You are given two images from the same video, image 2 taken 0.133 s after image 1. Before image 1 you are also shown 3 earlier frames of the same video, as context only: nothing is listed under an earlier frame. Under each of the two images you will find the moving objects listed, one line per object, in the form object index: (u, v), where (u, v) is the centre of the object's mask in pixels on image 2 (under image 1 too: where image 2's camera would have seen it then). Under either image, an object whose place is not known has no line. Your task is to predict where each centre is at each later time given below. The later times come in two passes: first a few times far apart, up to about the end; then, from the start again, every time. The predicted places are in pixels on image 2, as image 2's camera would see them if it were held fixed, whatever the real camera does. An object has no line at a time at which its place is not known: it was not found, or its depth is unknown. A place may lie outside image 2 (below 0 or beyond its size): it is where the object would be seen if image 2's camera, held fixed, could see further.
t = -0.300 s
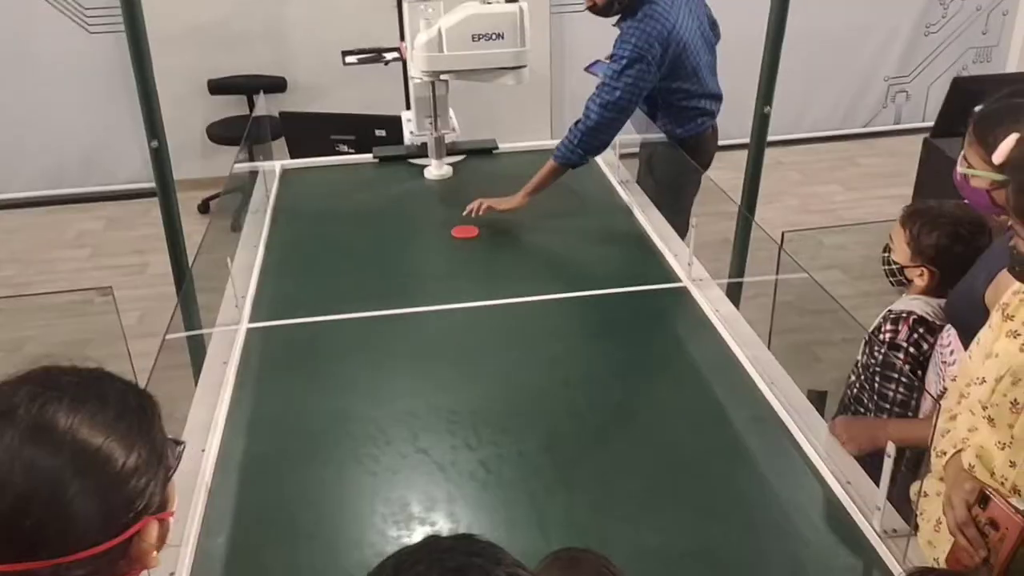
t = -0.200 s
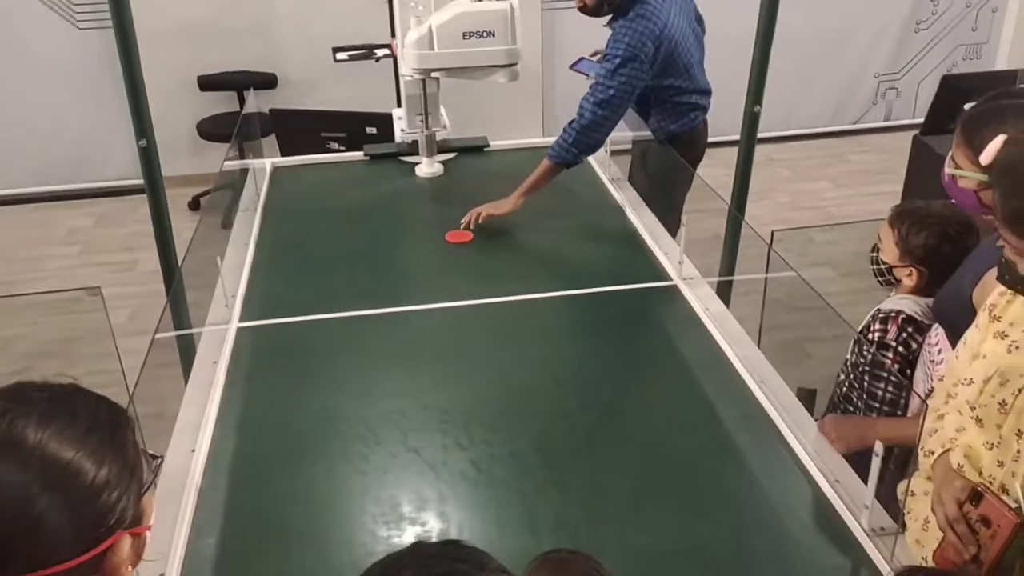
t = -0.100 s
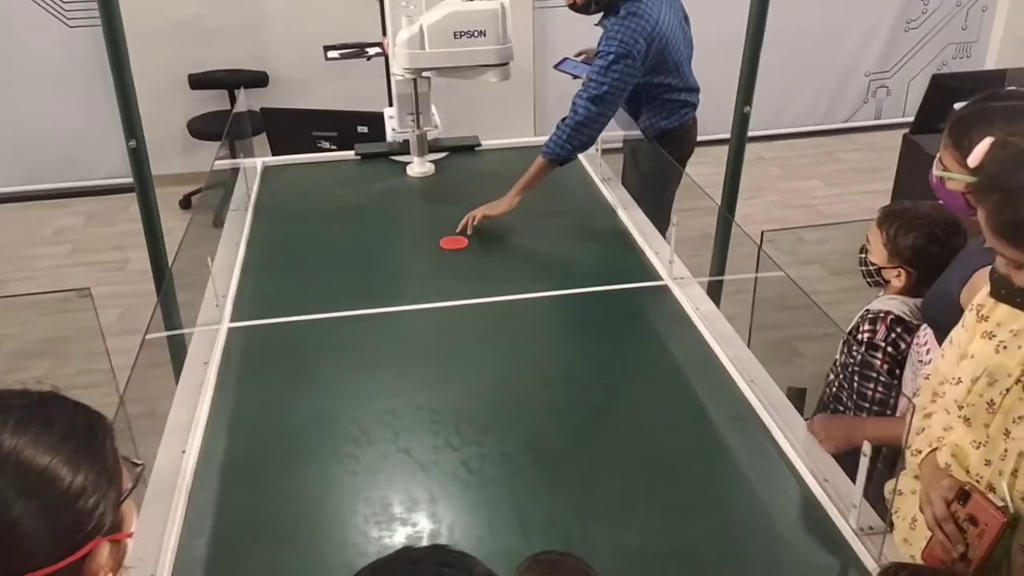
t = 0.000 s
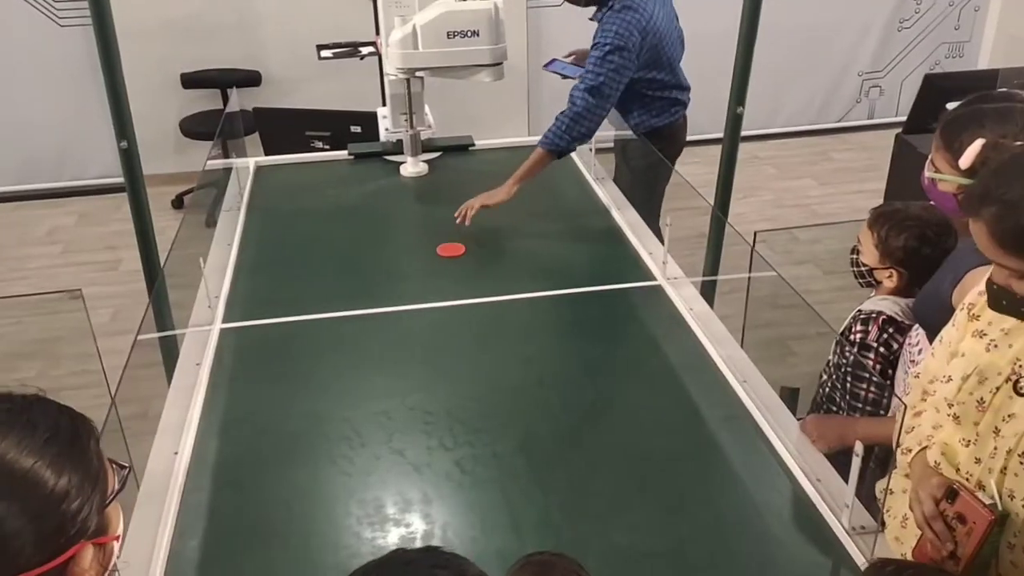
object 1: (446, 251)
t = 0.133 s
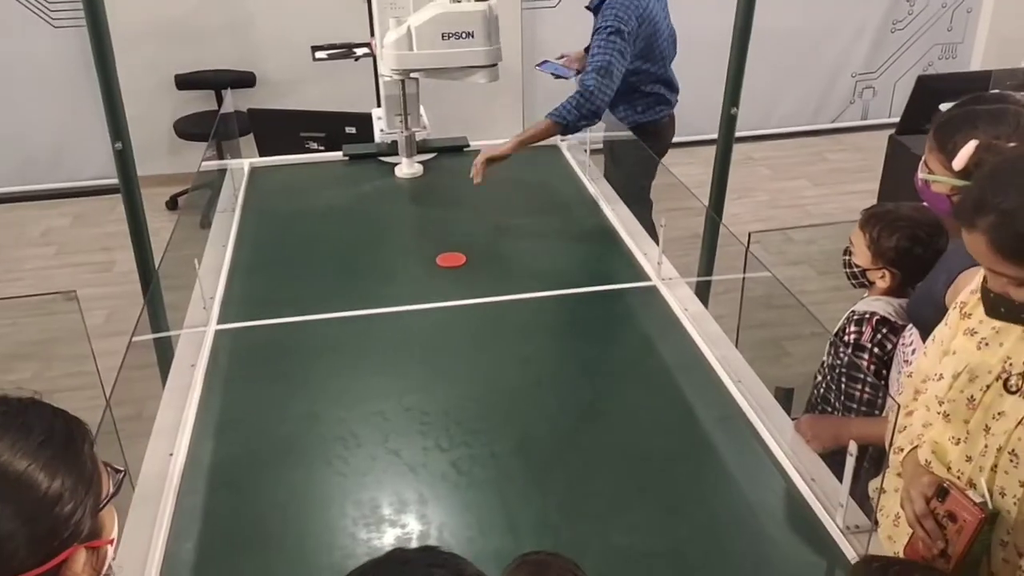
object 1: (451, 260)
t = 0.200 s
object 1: (453, 264)
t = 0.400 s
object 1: (461, 279)
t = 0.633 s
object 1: (470, 298)
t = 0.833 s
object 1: (478, 315)
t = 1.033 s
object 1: (487, 333)
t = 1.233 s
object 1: (496, 352)
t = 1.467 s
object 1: (507, 376)
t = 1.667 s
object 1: (516, 398)
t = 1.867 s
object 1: (526, 420)
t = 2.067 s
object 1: (536, 443)
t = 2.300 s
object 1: (548, 472)
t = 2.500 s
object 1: (558, 498)
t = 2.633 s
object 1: (565, 516)
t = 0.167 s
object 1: (452, 262)
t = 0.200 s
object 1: (453, 264)
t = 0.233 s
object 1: (454, 267)
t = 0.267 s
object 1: (455, 269)
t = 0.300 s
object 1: (457, 272)
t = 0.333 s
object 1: (458, 274)
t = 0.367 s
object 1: (459, 277)
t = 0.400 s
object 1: (461, 279)
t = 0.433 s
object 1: (462, 282)
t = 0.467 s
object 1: (463, 285)
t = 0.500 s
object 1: (465, 287)
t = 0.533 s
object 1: (466, 290)
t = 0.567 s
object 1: (467, 292)
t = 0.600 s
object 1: (469, 295)
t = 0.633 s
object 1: (470, 298)
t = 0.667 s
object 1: (471, 301)
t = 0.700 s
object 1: (472, 304)
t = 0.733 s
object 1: (474, 306)
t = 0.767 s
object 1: (476, 310)
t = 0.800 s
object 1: (477, 312)
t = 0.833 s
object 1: (478, 315)
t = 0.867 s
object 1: (480, 318)
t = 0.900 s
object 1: (481, 320)
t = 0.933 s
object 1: (483, 324)
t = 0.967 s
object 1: (484, 327)
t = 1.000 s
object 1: (485, 330)
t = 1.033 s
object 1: (487, 333)
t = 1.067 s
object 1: (488, 336)
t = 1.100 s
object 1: (490, 339)
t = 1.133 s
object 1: (491, 342)
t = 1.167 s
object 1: (493, 346)
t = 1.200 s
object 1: (494, 349)
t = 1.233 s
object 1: (496, 352)
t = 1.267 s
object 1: (497, 355)
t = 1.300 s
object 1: (499, 359)
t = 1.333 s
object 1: (500, 362)
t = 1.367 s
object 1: (502, 366)
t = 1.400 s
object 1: (503, 369)
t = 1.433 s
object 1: (505, 373)
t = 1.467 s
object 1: (507, 376)
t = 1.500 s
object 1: (508, 380)
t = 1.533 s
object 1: (510, 383)
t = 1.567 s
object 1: (511, 387)
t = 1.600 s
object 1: (513, 390)
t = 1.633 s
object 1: (515, 394)
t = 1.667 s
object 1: (516, 398)
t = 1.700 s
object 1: (518, 401)
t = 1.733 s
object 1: (519, 405)
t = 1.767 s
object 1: (521, 409)
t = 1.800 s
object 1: (523, 413)
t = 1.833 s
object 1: (524, 416)
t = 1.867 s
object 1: (526, 420)
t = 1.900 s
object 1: (528, 424)
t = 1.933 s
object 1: (529, 428)
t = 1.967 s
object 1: (531, 432)
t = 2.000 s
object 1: (533, 435)
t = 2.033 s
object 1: (534, 439)
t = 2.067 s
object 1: (536, 443)
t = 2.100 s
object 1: (537, 447)
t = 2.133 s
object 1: (539, 451)
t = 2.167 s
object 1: (541, 455)
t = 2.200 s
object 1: (542, 459)
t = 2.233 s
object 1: (544, 464)
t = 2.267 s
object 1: (546, 468)
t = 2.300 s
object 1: (548, 472)
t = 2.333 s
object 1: (549, 476)
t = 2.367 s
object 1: (551, 480)
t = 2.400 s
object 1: (553, 485)
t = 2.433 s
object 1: (555, 489)
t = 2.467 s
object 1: (556, 493)
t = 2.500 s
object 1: (558, 498)
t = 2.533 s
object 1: (560, 502)
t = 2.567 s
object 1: (562, 507)
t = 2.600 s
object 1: (563, 511)
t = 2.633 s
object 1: (565, 516)
